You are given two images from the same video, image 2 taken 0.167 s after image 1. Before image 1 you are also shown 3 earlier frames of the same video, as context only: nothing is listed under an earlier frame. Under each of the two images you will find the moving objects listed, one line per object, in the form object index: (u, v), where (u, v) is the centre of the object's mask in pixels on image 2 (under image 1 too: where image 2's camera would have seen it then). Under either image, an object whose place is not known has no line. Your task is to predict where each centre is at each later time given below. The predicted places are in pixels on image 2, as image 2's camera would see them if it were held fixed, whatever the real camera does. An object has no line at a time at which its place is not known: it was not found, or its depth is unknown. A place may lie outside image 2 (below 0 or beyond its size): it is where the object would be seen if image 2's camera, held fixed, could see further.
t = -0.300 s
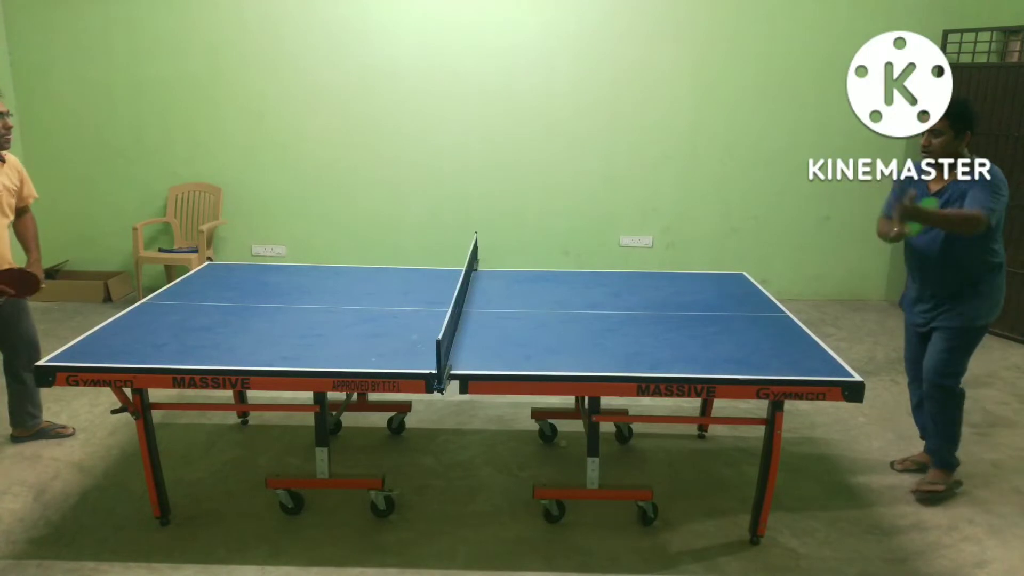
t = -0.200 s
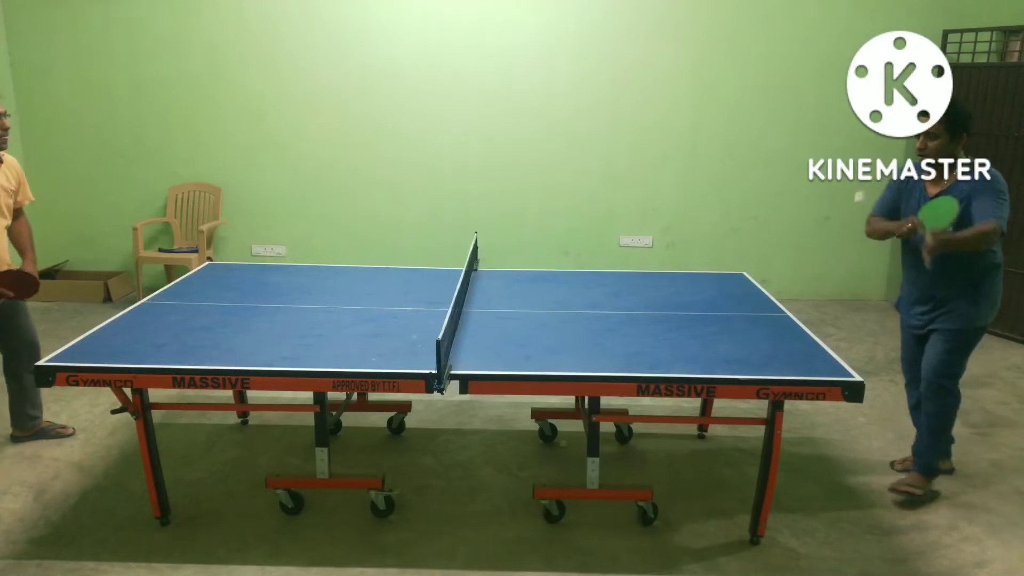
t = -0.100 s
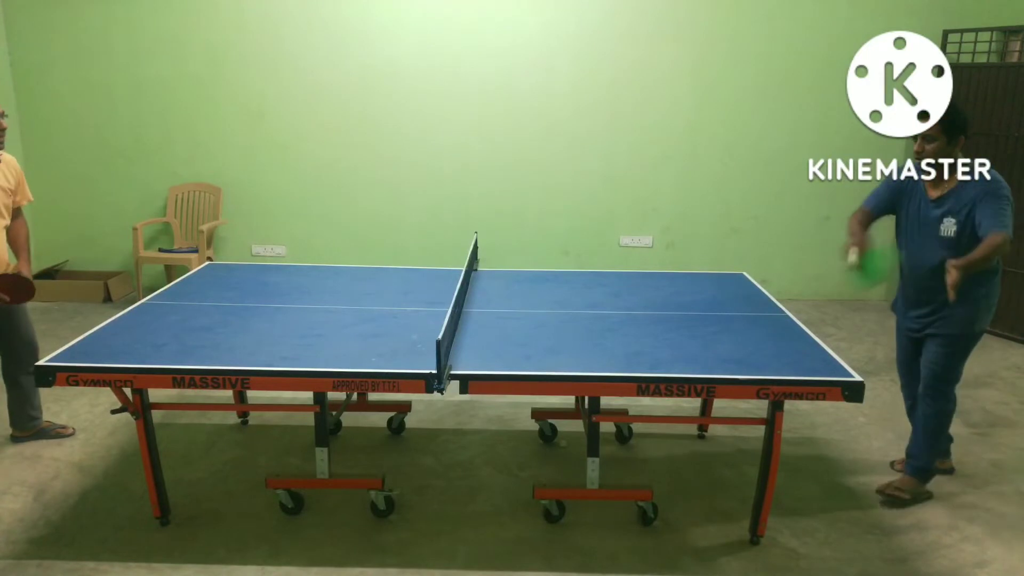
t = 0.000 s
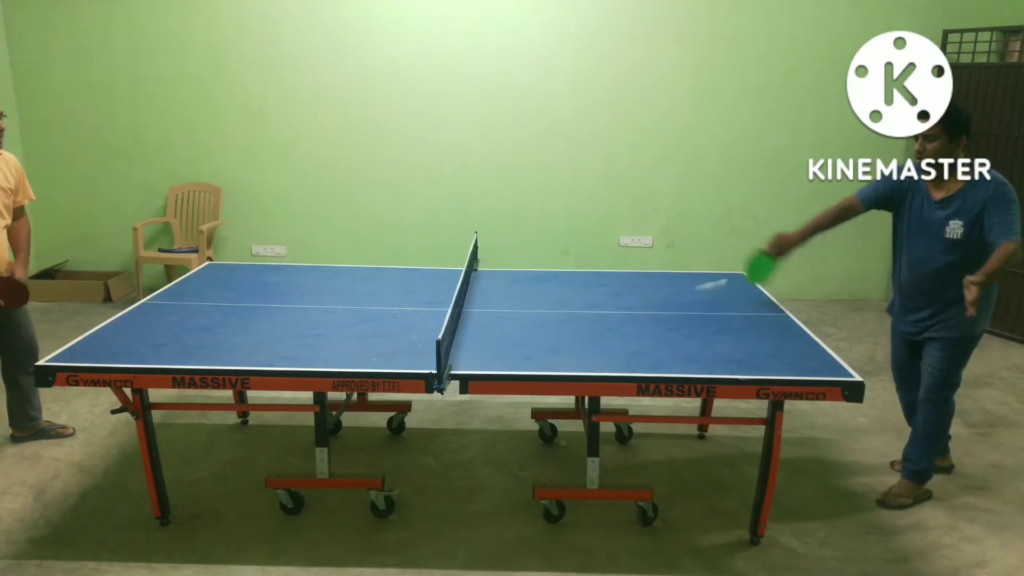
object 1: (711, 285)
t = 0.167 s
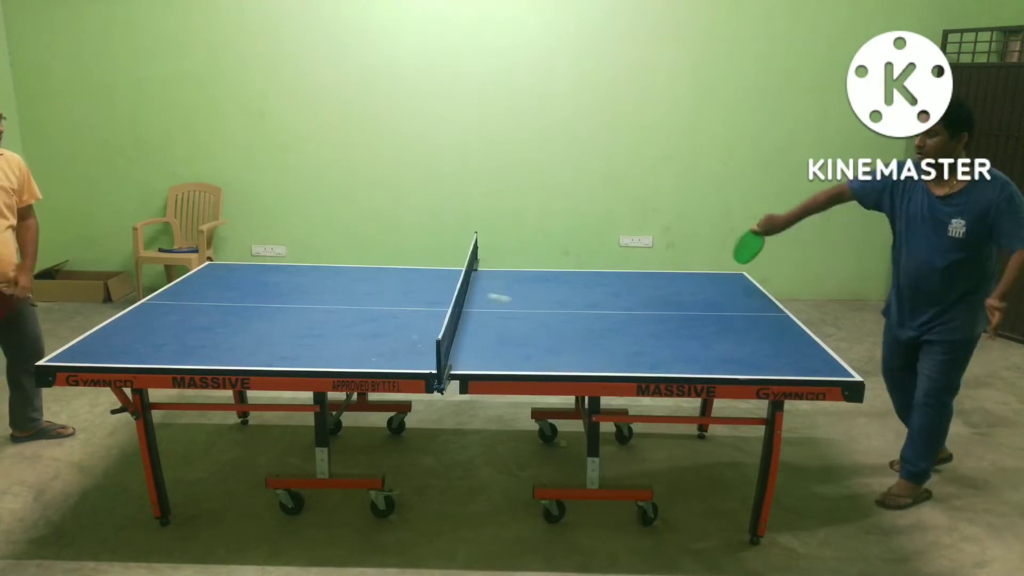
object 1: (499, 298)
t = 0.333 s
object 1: (353, 278)
